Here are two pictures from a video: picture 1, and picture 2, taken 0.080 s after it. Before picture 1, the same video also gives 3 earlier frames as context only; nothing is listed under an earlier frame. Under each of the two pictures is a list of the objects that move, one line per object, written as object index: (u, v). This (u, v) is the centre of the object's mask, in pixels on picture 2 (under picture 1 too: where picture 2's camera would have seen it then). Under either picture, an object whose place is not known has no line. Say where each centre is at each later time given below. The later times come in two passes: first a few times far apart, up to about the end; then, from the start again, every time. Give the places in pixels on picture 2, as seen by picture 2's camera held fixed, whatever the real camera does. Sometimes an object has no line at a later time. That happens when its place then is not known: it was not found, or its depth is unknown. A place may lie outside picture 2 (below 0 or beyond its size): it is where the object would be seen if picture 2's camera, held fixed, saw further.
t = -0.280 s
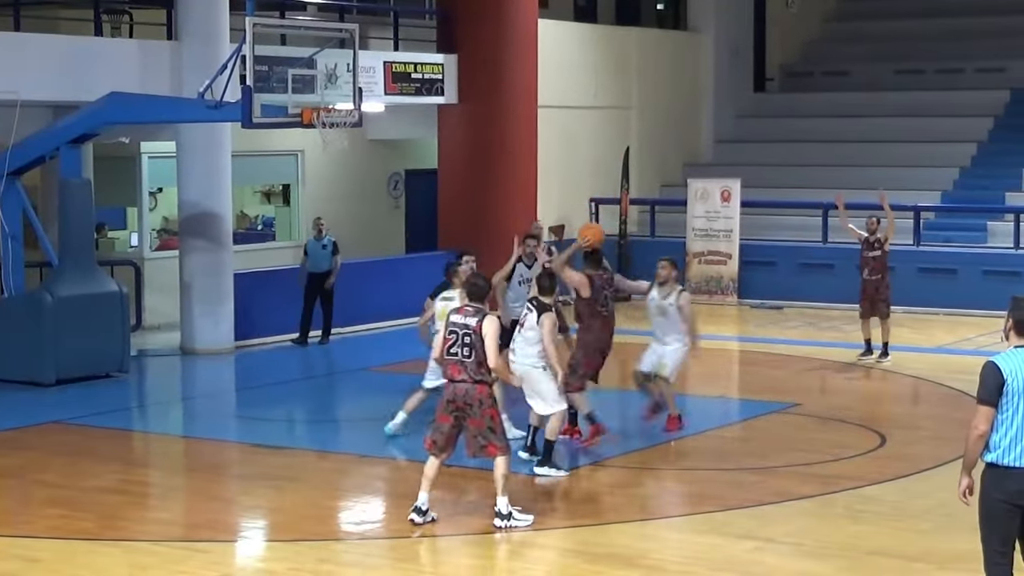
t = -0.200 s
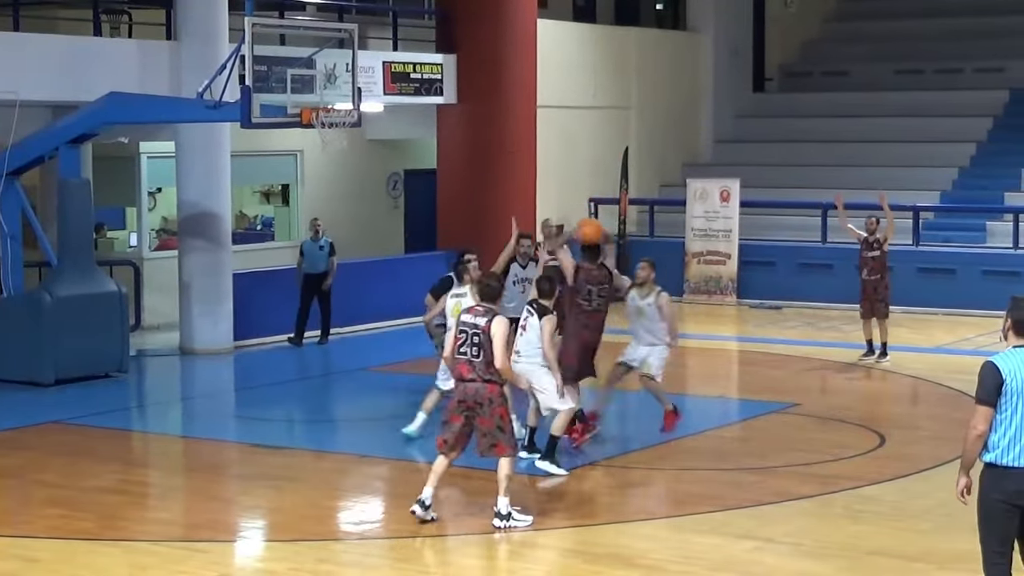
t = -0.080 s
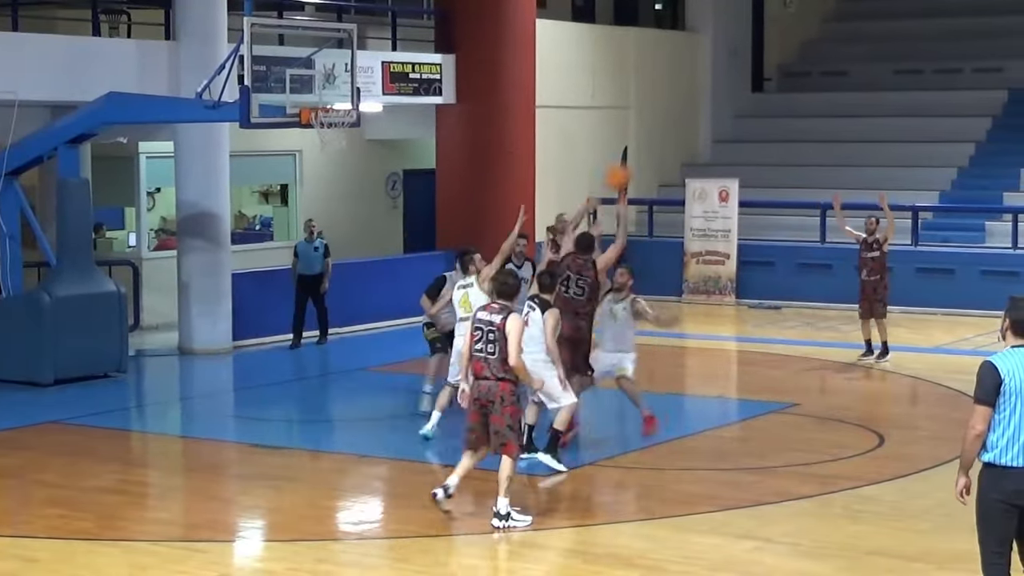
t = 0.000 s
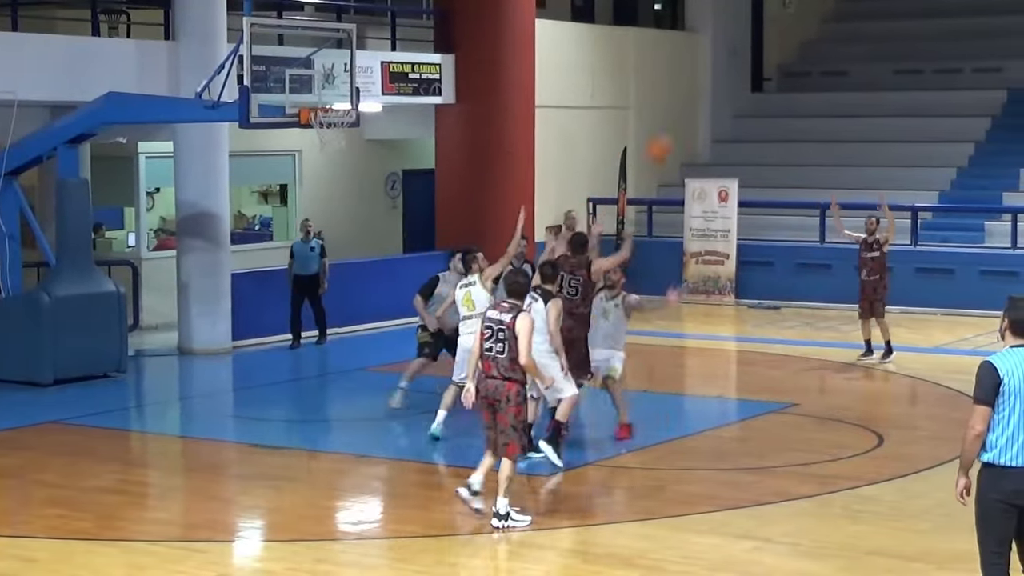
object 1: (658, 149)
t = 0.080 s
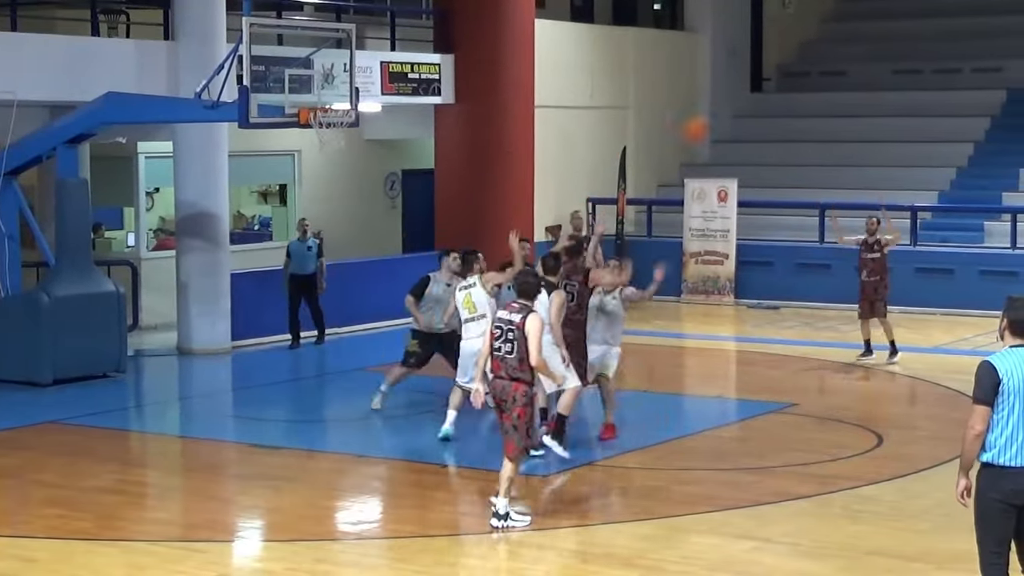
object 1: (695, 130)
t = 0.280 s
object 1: (781, 113)
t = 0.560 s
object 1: (883, 147)
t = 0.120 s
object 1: (714, 123)
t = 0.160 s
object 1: (732, 117)
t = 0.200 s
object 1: (748, 115)
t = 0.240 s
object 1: (764, 113)
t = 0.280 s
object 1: (781, 113)
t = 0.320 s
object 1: (797, 114)
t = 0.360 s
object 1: (812, 116)
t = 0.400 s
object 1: (828, 119)
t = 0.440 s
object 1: (843, 126)
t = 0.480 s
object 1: (855, 131)
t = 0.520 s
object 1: (870, 140)
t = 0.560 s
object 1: (883, 147)
